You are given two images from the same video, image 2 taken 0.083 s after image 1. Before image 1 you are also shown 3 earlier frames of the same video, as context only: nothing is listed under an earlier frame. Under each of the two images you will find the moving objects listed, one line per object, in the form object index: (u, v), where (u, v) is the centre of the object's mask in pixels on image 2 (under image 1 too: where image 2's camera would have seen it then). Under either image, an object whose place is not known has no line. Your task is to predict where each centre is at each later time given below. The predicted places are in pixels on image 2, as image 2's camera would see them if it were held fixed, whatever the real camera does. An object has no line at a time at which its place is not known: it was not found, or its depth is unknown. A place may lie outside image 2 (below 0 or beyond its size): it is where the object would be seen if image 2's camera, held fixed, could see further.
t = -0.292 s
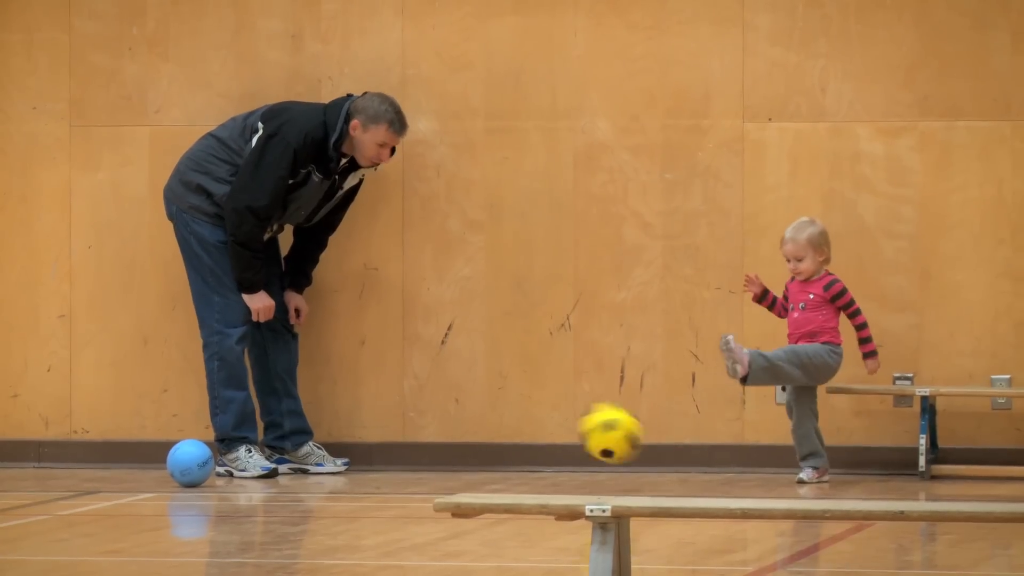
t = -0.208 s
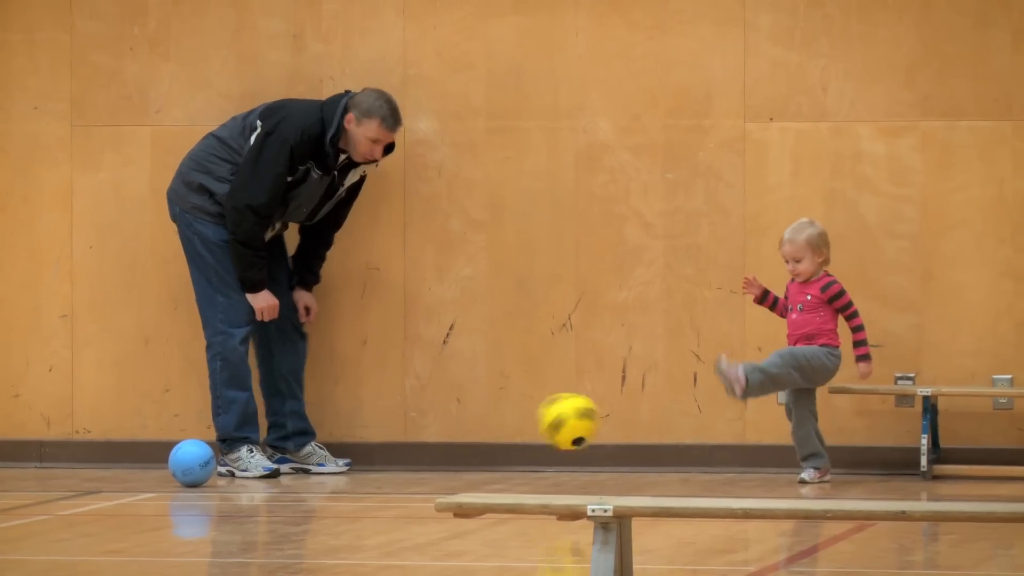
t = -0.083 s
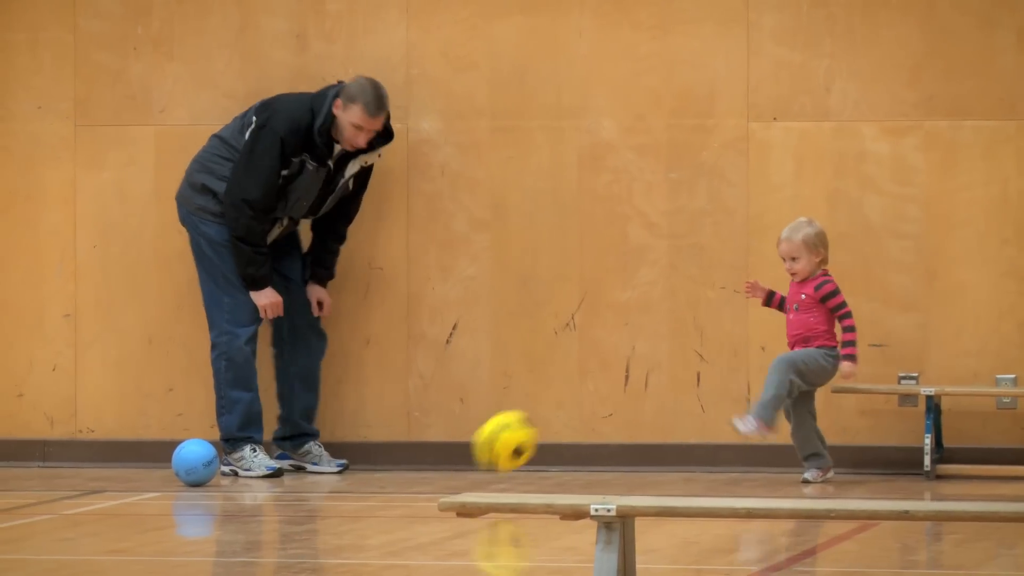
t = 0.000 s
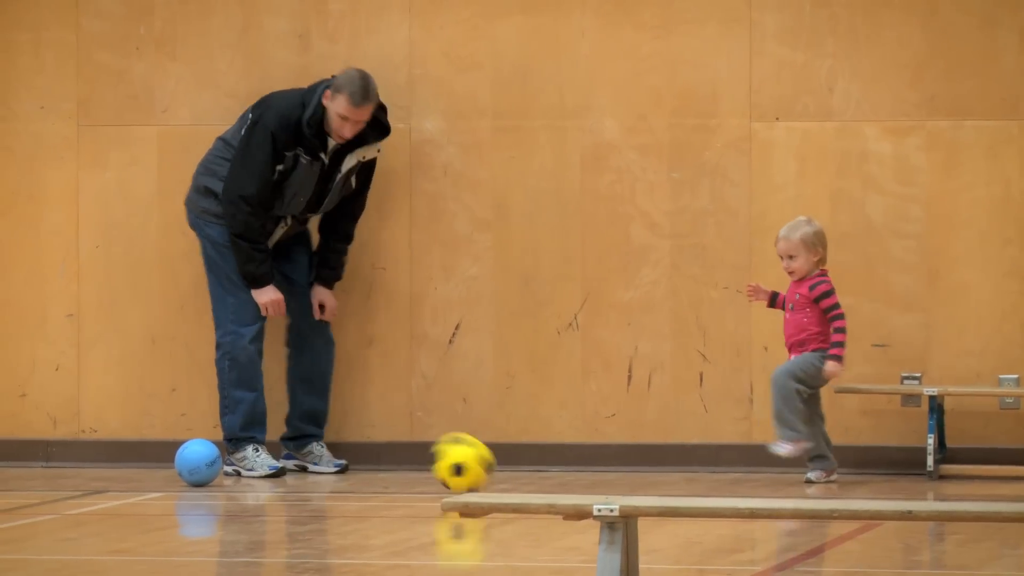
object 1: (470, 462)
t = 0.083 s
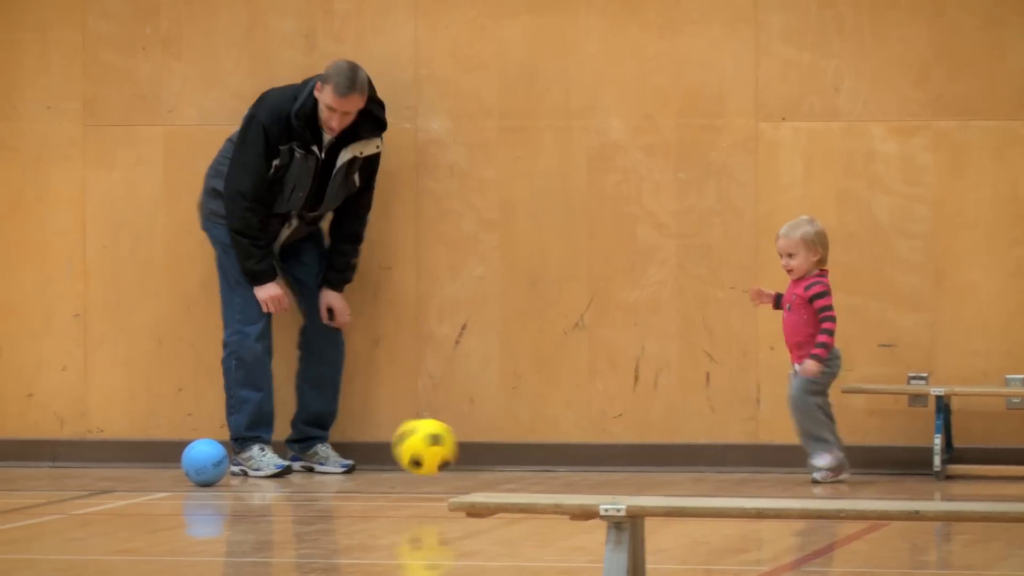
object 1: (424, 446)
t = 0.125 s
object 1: (401, 445)
